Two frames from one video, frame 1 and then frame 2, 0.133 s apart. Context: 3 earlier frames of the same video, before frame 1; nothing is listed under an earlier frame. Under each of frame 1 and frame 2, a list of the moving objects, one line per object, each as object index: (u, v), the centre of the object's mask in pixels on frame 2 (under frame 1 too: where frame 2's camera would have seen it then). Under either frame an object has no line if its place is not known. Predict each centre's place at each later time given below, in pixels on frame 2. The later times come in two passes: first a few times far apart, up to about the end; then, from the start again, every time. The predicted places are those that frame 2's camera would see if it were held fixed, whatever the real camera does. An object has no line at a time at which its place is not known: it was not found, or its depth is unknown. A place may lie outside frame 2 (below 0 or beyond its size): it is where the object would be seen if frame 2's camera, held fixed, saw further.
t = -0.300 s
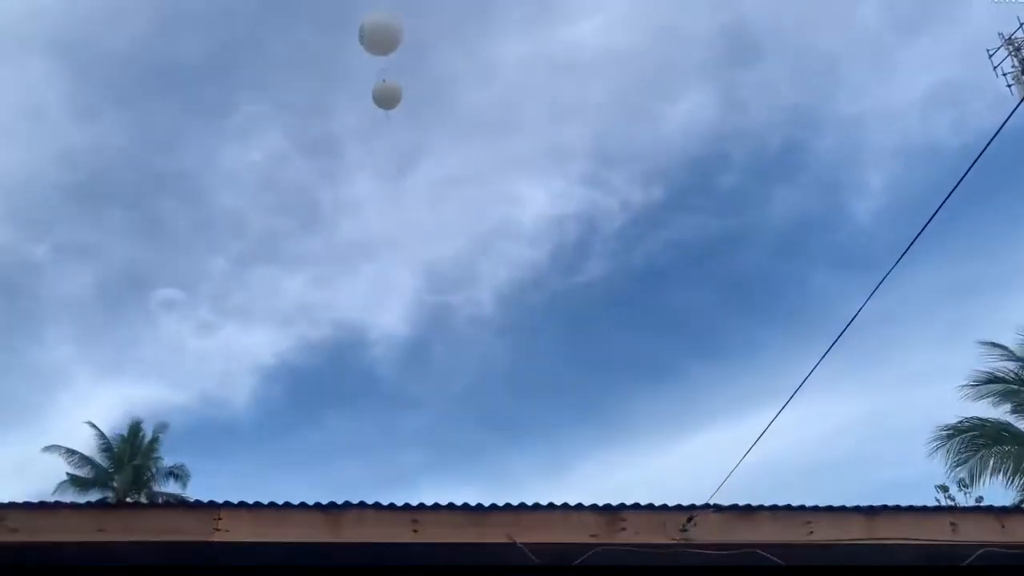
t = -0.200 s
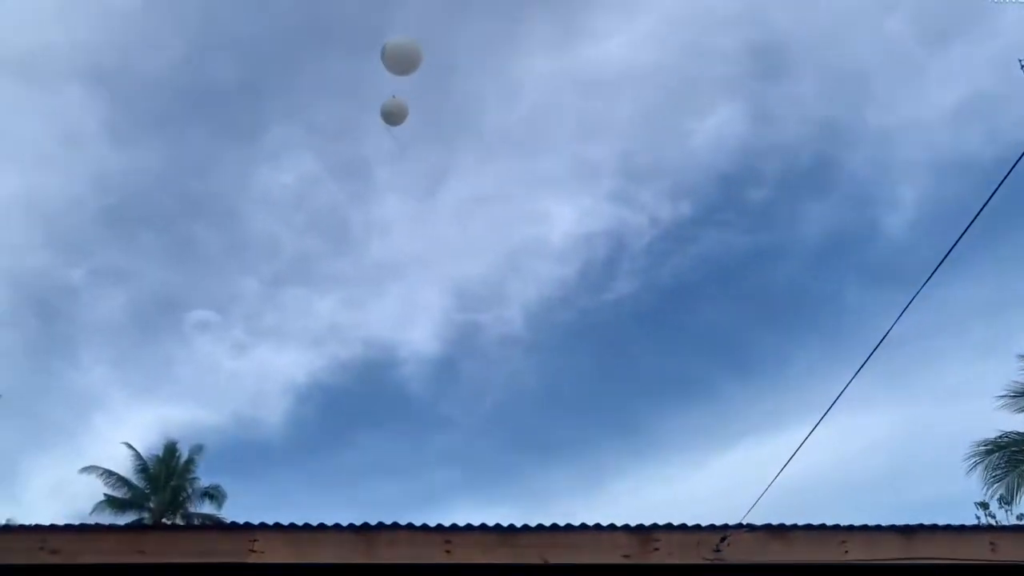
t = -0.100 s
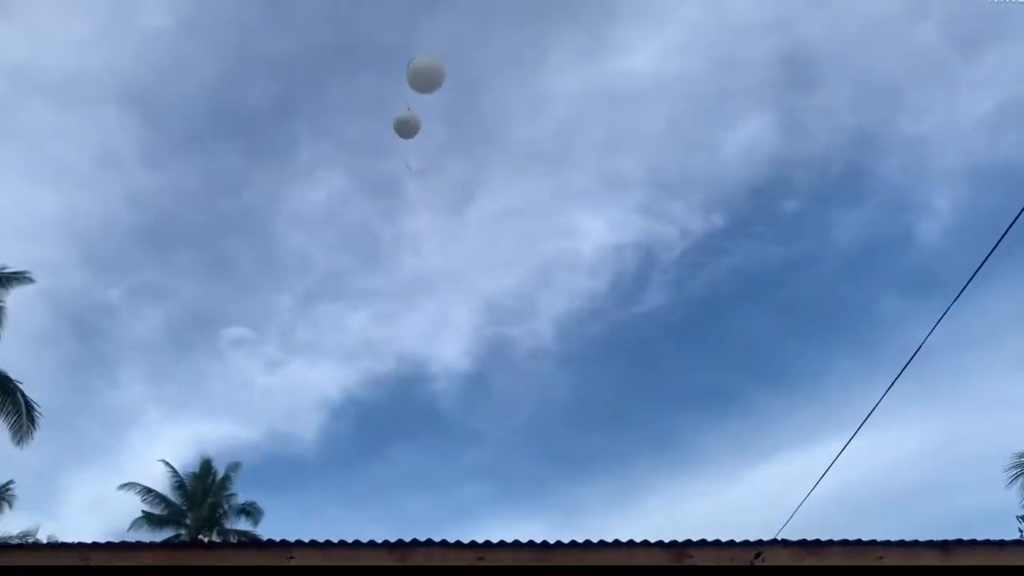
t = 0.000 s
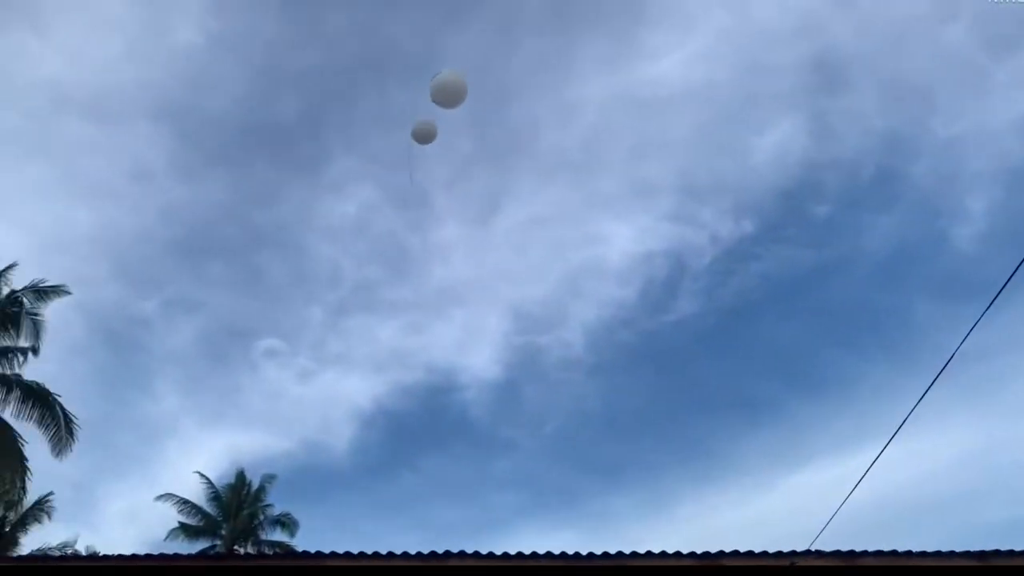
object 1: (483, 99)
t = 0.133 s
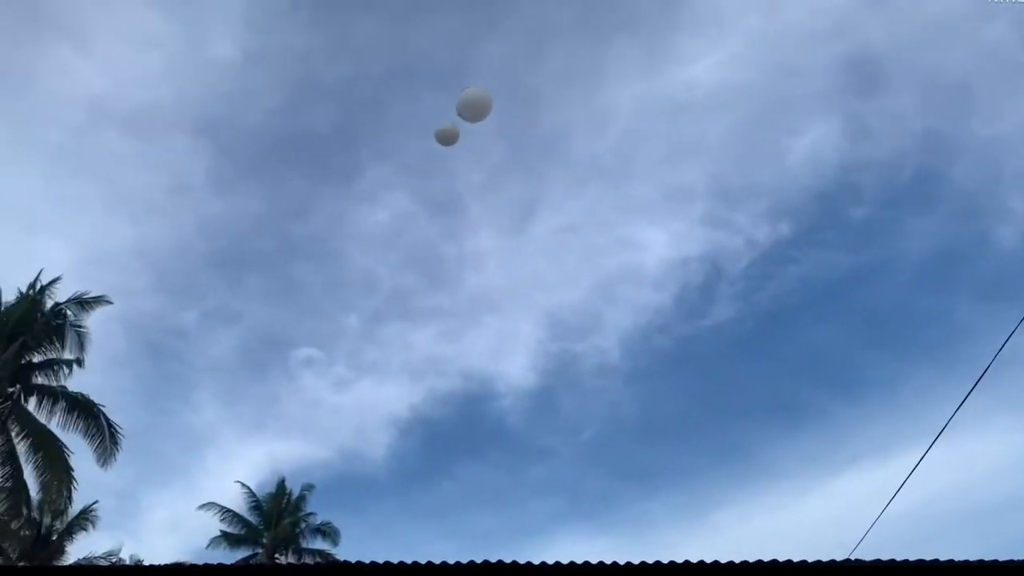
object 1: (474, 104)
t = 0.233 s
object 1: (467, 109)
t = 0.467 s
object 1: (457, 112)
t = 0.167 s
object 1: (471, 106)
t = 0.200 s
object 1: (469, 107)
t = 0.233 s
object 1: (467, 109)
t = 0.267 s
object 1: (466, 108)
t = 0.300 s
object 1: (464, 110)
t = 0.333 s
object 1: (463, 112)
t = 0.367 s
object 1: (461, 112)
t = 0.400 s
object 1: (460, 112)
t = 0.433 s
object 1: (458, 113)
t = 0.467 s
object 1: (457, 112)
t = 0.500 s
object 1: (454, 112)
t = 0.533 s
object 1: (453, 113)
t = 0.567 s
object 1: (451, 112)
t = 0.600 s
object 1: (450, 112)
